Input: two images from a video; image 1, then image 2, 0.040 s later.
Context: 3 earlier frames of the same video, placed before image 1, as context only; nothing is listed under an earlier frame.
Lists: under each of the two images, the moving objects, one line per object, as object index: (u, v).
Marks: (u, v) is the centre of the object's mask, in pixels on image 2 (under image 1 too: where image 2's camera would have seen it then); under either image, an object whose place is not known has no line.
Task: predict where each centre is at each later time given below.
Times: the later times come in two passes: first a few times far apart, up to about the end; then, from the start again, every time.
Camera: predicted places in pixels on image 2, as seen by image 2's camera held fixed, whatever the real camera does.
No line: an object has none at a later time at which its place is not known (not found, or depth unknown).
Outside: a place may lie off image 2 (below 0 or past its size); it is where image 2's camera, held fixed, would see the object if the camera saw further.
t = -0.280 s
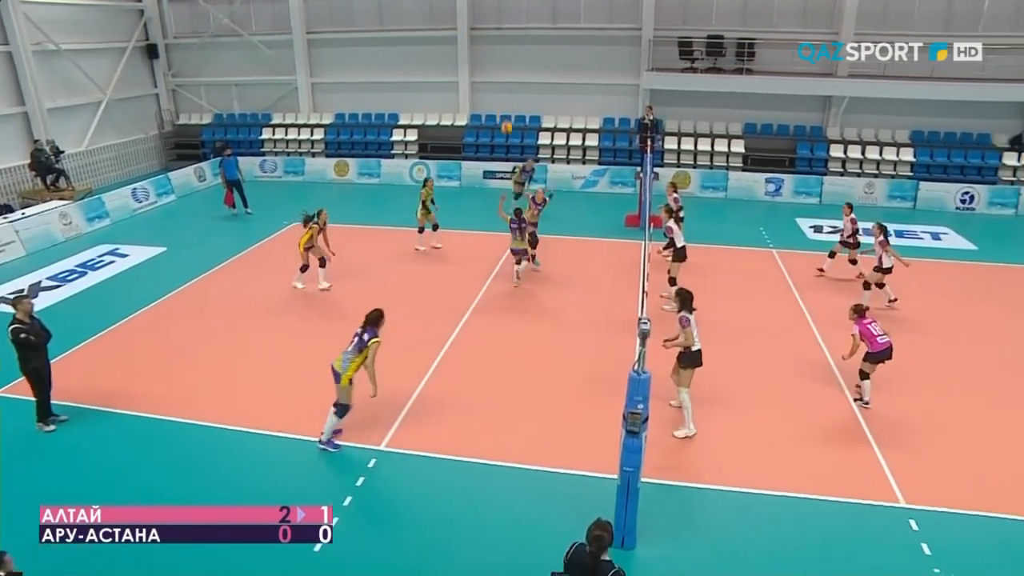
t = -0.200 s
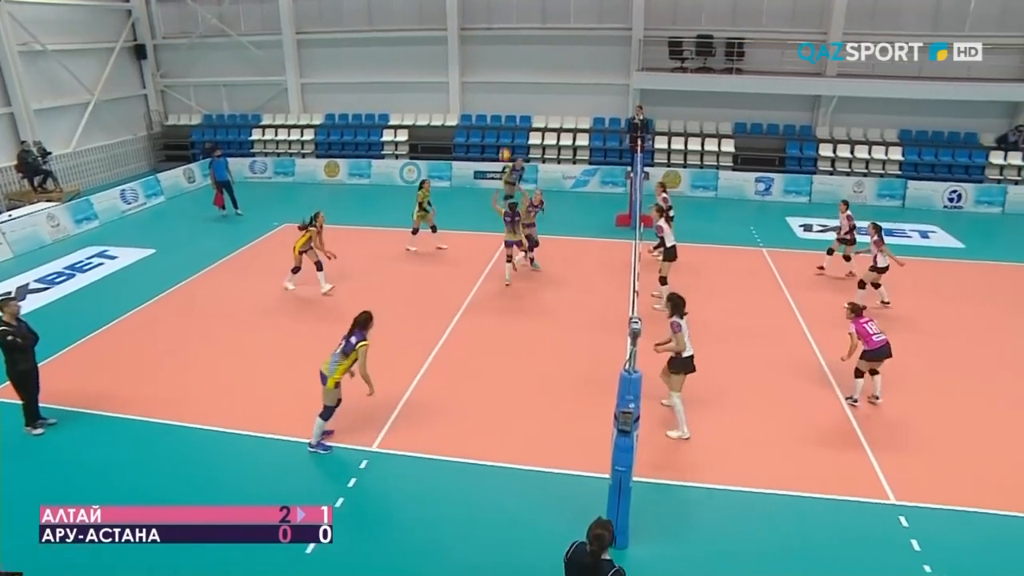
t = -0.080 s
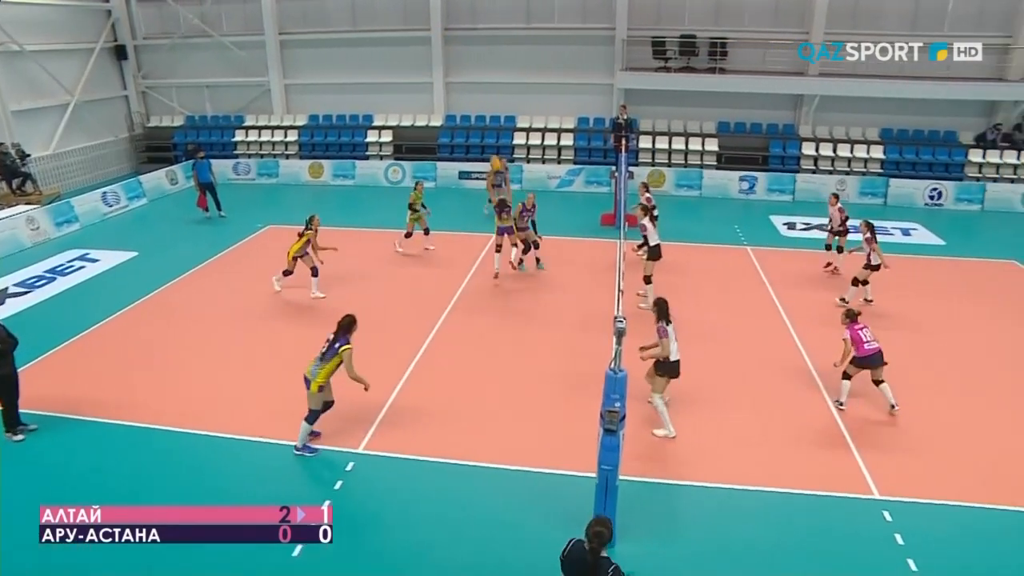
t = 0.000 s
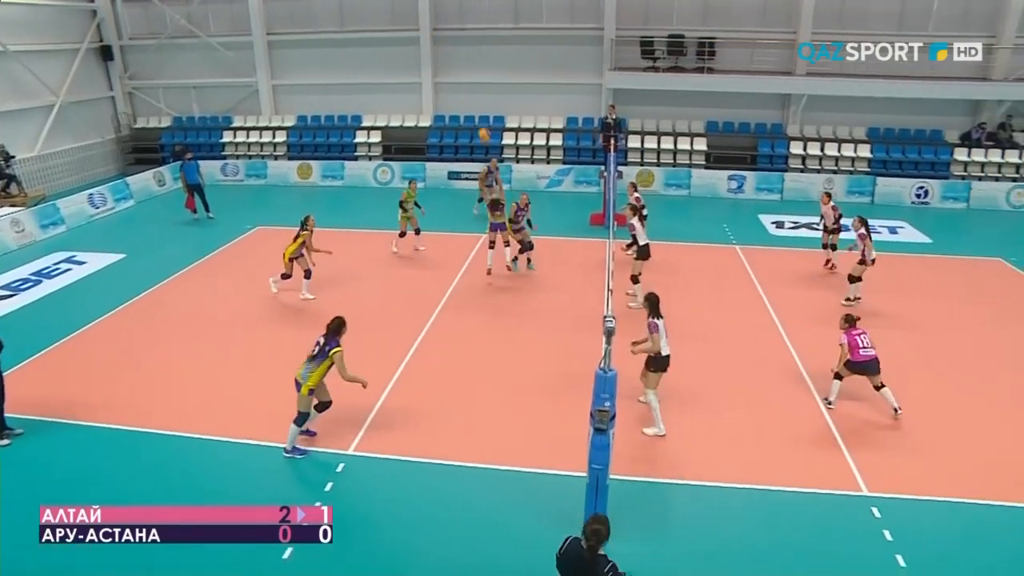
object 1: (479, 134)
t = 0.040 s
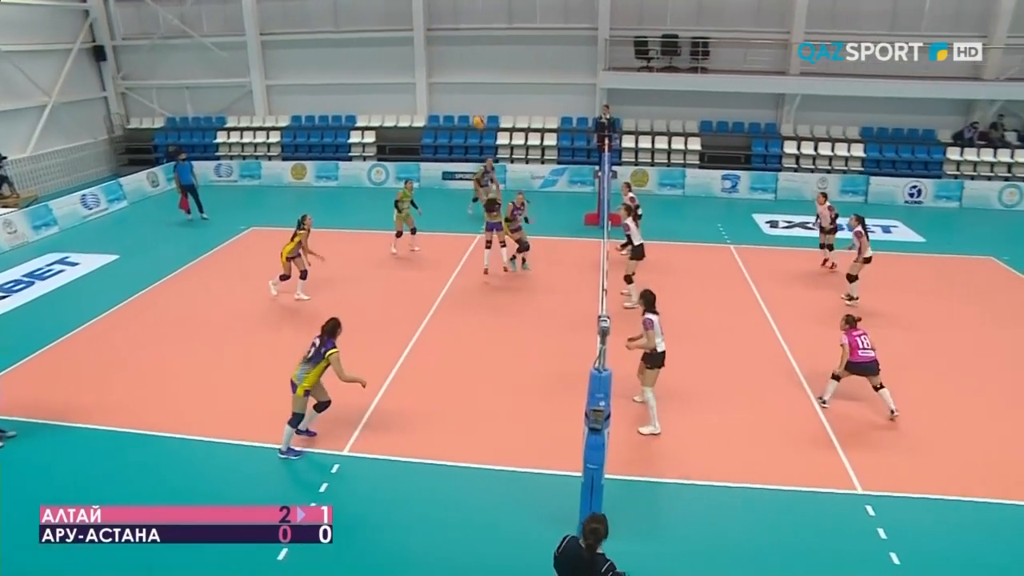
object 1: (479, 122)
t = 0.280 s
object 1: (474, 55)
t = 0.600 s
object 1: (469, 17)
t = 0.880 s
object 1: (466, 46)
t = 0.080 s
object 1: (477, 109)
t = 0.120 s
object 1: (477, 96)
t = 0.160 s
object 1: (476, 85)
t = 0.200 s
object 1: (475, 74)
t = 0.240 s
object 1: (475, 64)
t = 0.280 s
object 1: (474, 55)
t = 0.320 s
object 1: (473, 47)
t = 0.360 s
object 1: (473, 40)
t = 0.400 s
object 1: (472, 33)
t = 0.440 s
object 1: (472, 27)
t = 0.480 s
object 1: (472, 23)
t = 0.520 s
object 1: (470, 20)
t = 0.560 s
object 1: (470, 18)
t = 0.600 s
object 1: (469, 17)
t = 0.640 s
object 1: (469, 17)
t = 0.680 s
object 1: (468, 18)
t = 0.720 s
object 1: (468, 21)
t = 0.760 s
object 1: (467, 25)
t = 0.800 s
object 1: (467, 31)
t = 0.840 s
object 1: (466, 38)
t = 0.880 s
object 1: (466, 46)
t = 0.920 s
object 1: (466, 56)
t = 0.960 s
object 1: (467, 67)
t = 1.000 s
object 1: (465, 81)
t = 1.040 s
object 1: (465, 96)
